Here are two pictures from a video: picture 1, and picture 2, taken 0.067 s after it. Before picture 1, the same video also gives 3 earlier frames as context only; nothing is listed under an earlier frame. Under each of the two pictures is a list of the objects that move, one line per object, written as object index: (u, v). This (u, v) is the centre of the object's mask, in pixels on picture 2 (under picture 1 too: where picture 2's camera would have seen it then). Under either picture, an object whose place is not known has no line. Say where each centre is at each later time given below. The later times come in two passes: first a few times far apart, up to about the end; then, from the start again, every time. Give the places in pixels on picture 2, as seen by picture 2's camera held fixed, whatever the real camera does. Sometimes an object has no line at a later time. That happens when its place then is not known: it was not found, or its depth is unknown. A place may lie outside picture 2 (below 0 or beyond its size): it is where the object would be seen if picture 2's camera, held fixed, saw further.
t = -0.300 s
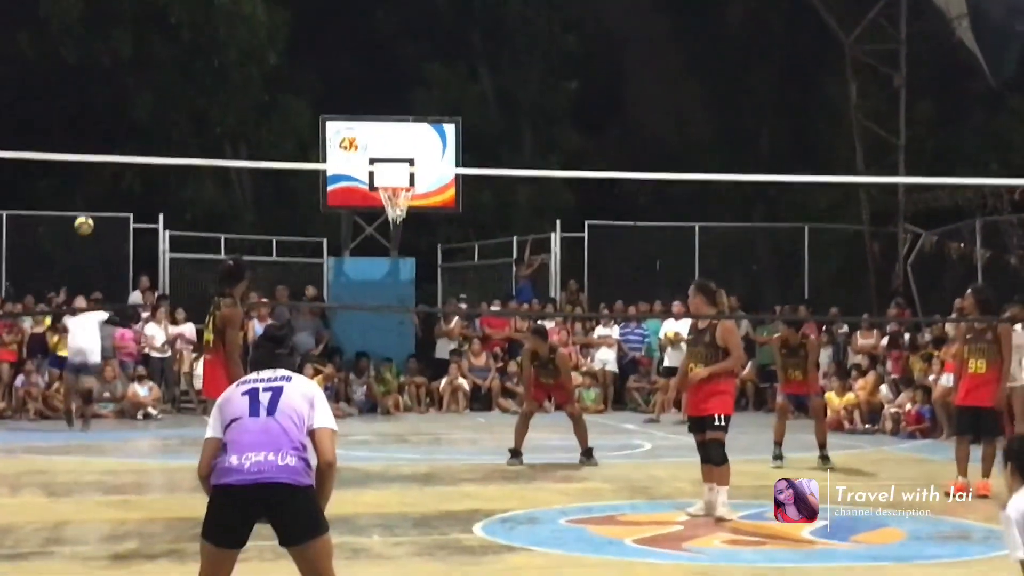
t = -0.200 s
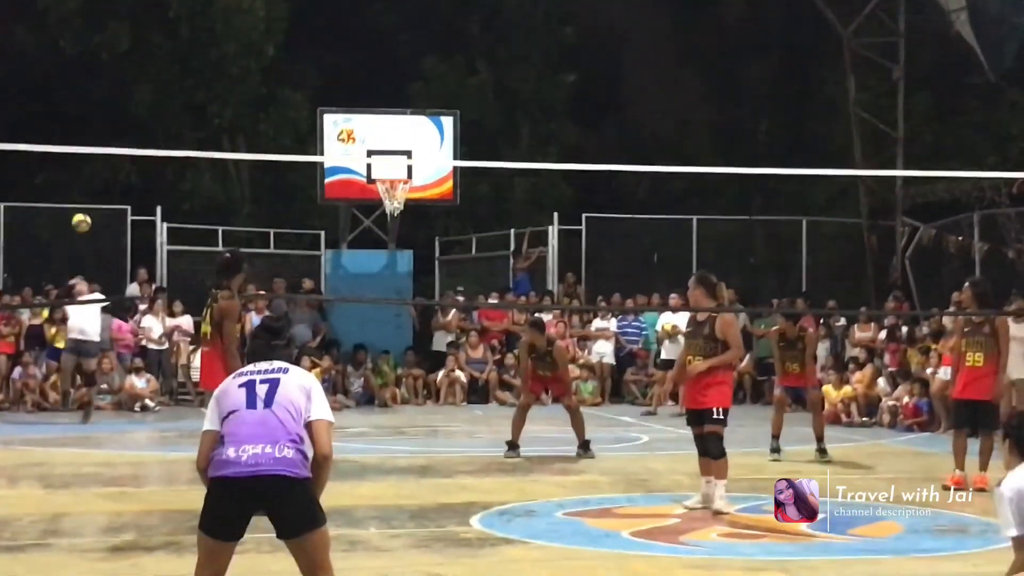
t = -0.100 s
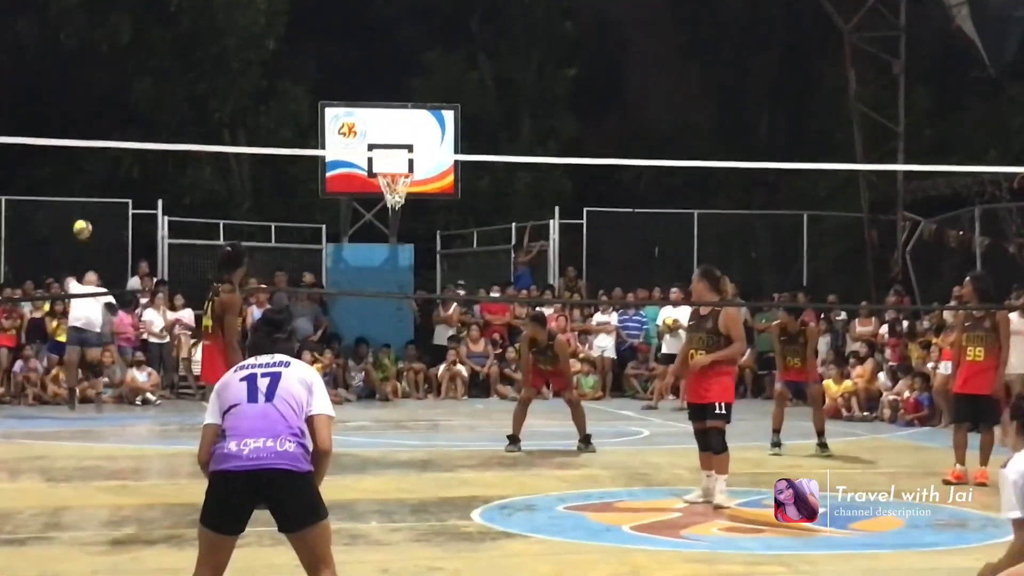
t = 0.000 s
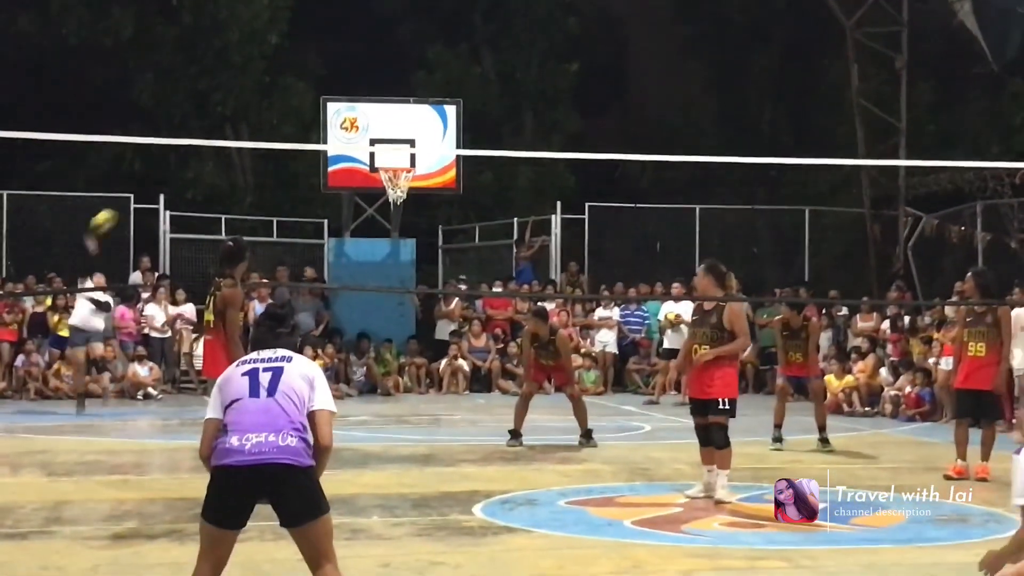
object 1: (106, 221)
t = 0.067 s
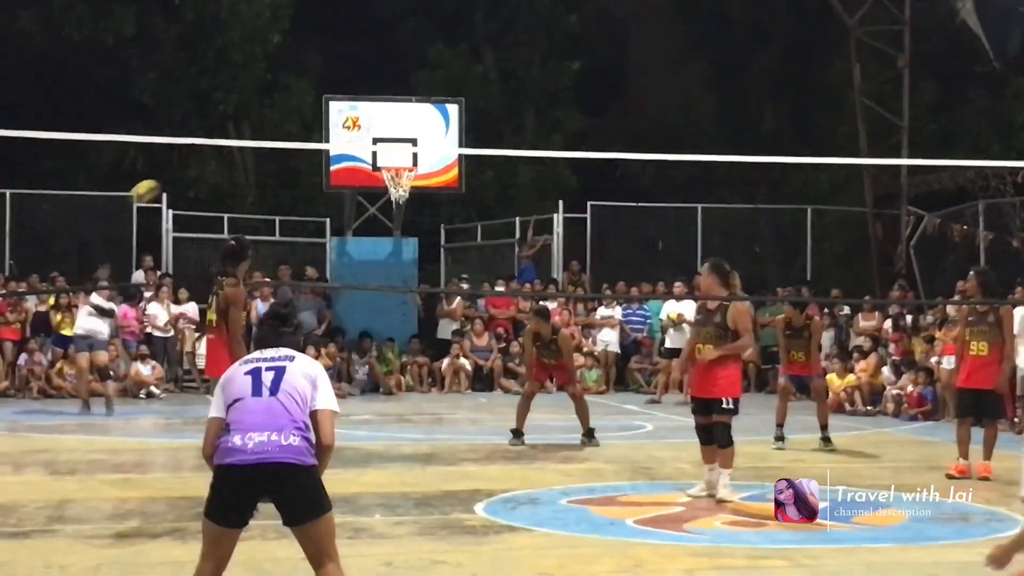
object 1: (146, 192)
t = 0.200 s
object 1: (223, 140)
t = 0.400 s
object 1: (363, 77)
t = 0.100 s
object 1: (164, 178)
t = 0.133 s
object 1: (183, 165)
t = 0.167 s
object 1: (202, 155)
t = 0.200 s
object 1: (223, 140)
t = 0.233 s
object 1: (247, 127)
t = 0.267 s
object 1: (268, 117)
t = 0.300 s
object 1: (293, 107)
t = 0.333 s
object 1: (313, 96)
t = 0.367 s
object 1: (339, 85)
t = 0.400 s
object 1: (363, 77)
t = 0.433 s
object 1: (389, 69)
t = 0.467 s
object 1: (417, 61)
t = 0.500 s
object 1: (444, 54)
